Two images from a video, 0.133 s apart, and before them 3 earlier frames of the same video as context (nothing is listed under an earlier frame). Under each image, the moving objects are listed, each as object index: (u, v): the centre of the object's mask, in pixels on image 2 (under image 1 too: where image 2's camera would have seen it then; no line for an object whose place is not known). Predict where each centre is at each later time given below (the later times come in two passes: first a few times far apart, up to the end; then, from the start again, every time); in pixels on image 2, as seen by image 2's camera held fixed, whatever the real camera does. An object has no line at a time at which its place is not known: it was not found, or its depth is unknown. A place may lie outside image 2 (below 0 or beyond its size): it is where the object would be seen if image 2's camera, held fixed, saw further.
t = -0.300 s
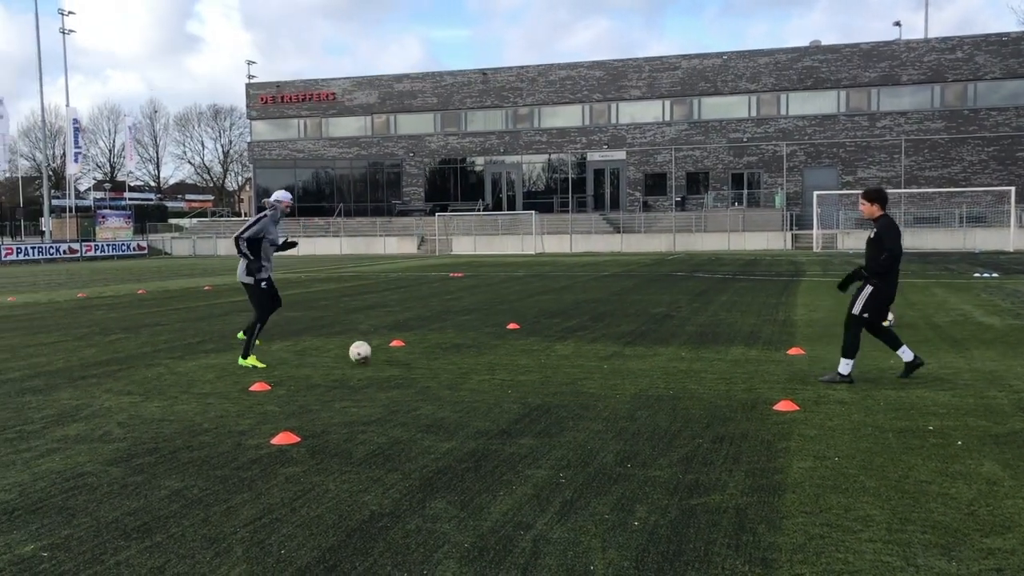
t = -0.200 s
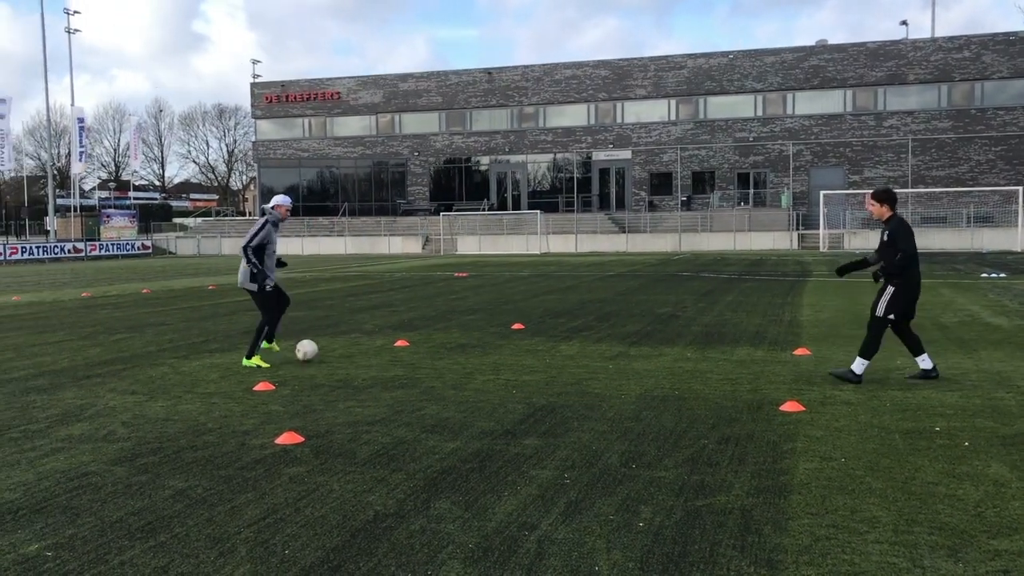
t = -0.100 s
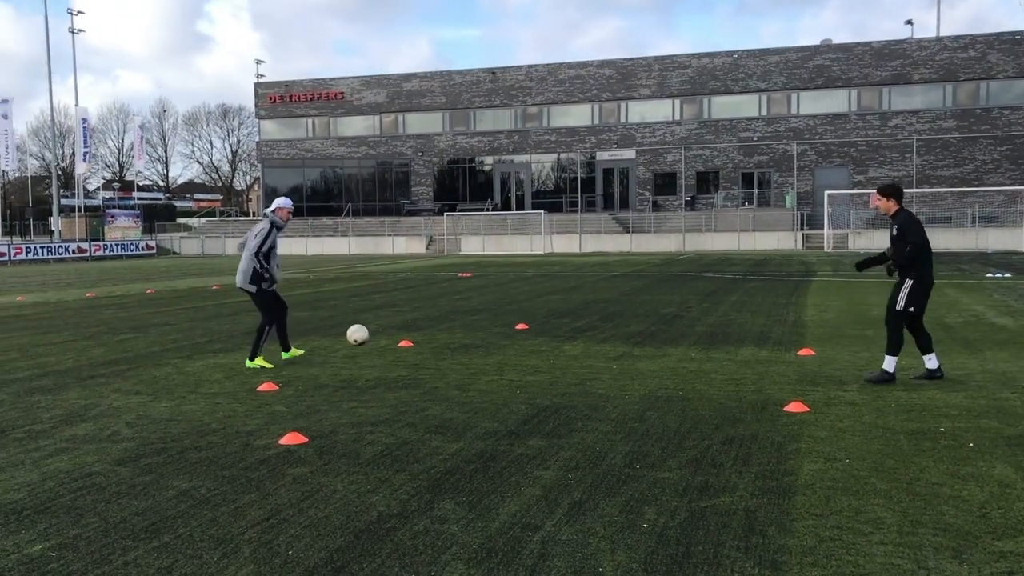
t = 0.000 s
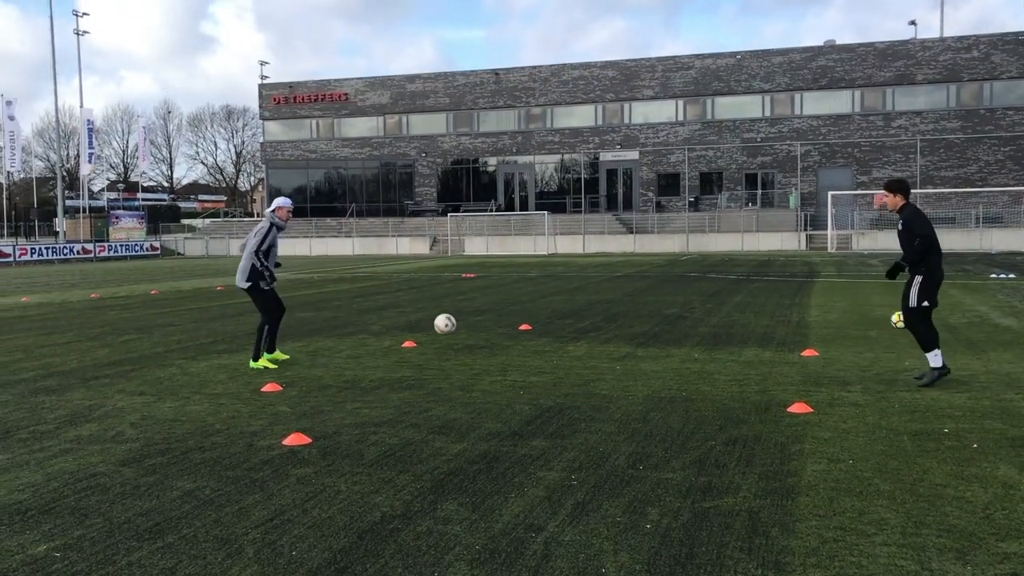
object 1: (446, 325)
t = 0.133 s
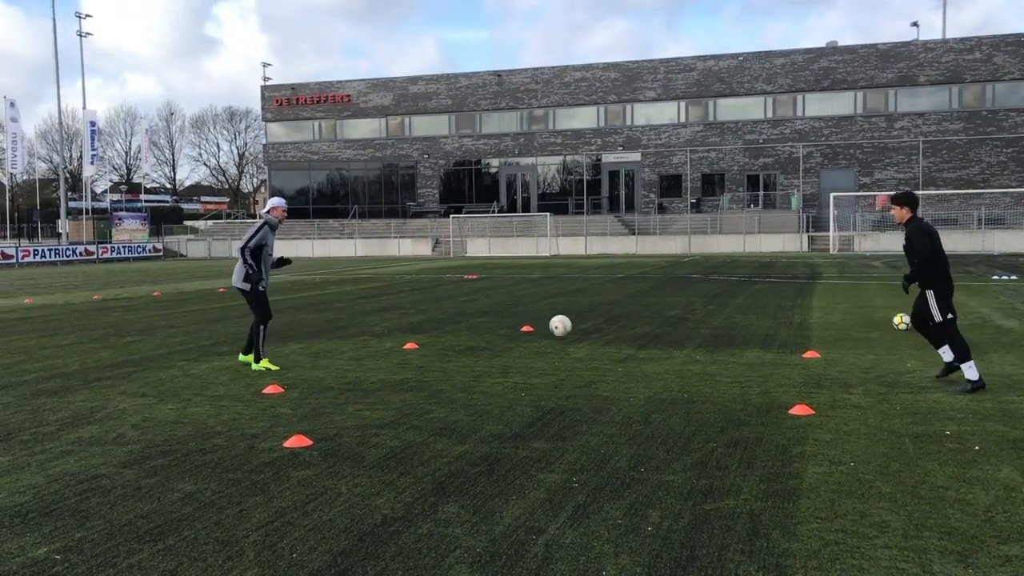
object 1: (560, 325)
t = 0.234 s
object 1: (649, 337)
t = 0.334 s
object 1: (735, 351)
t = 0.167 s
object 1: (589, 328)
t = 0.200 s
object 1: (619, 332)
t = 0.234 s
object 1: (649, 337)
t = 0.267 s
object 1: (678, 343)
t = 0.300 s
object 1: (710, 350)
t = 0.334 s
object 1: (735, 351)
